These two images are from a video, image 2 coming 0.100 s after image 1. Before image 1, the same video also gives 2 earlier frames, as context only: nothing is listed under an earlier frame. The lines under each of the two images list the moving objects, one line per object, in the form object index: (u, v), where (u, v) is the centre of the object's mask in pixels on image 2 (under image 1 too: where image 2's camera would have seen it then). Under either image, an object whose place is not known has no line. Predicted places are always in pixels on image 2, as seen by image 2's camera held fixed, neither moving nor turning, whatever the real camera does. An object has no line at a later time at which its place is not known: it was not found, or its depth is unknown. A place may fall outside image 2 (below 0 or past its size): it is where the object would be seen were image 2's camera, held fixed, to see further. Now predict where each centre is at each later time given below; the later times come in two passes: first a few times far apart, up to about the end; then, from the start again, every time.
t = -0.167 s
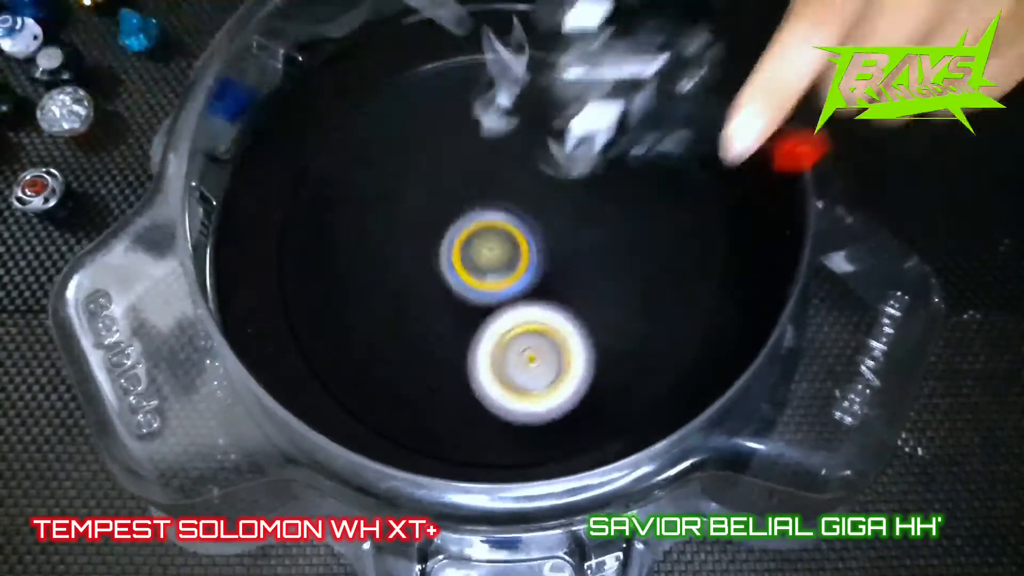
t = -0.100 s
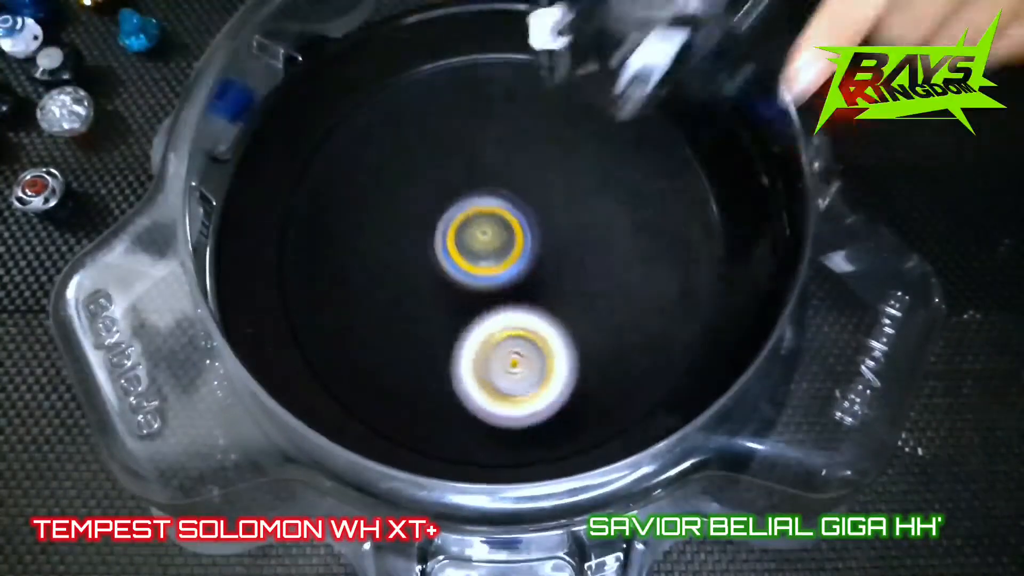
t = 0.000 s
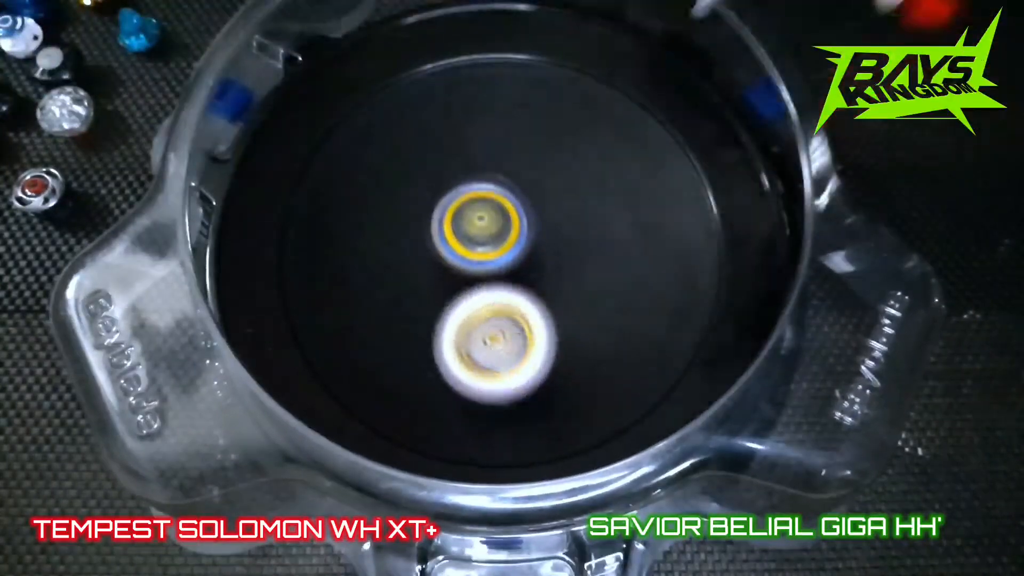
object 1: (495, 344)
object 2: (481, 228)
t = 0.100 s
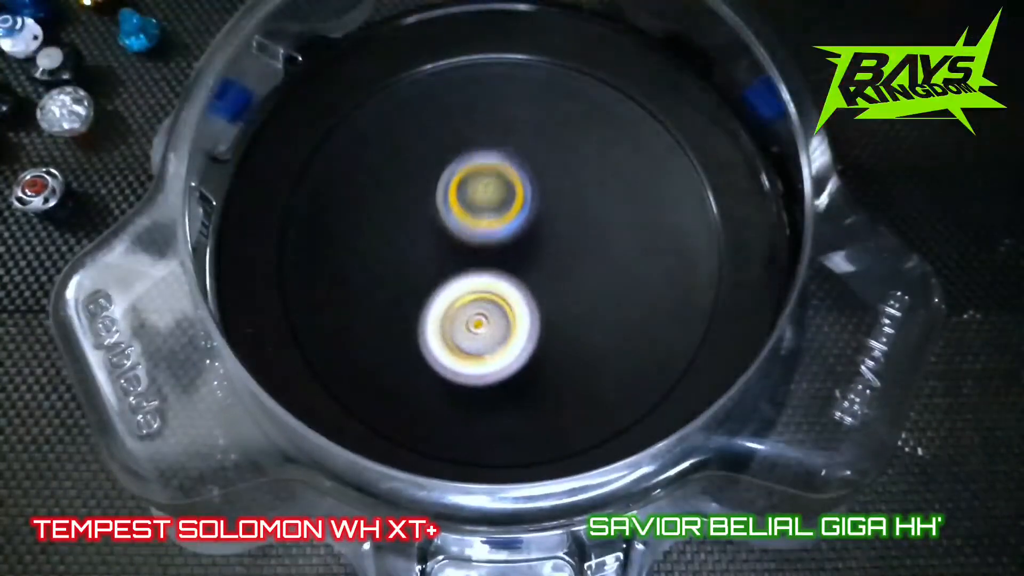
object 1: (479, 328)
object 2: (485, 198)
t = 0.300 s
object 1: (483, 283)
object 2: (477, 169)
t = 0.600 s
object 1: (509, 282)
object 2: (474, 170)
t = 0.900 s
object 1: (502, 298)
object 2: (482, 184)
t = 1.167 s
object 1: (485, 307)
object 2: (491, 168)
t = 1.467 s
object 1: (492, 297)
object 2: (501, 189)
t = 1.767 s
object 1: (482, 305)
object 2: (520, 182)
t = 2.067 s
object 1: (443, 329)
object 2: (553, 156)
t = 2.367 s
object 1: (505, 267)
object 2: (542, 166)
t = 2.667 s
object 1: (414, 320)
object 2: (568, 103)
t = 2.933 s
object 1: (450, 356)
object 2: (535, 164)
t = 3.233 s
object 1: (471, 379)
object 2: (578, 154)
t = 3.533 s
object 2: (532, 92)
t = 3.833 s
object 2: (300, 344)
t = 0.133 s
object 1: (476, 324)
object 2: (487, 187)
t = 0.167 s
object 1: (474, 318)
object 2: (487, 179)
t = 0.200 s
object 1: (475, 310)
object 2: (486, 173)
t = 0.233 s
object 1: (476, 302)
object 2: (483, 170)
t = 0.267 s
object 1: (479, 292)
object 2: (480, 169)
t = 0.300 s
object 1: (483, 283)
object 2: (477, 169)
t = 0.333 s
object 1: (487, 275)
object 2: (474, 170)
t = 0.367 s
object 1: (491, 275)
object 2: (473, 164)
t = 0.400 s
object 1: (494, 276)
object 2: (472, 159)
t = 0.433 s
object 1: (497, 278)
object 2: (472, 158)
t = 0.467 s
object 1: (500, 279)
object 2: (472, 159)
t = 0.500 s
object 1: (503, 280)
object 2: (473, 161)
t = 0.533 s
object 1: (506, 280)
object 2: (473, 164)
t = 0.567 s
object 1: (508, 281)
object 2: (473, 167)
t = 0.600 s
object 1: (509, 282)
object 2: (474, 170)
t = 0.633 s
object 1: (511, 282)
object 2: (475, 174)
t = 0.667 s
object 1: (511, 283)
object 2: (476, 177)
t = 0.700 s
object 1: (511, 284)
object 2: (478, 181)
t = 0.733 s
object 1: (509, 288)
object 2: (481, 181)
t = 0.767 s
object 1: (508, 293)
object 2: (483, 181)
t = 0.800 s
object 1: (506, 296)
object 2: (484, 181)
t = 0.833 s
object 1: (504, 298)
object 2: (485, 182)
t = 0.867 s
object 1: (503, 299)
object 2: (483, 184)
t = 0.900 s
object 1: (502, 298)
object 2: (482, 184)
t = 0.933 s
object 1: (501, 295)
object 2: (482, 184)
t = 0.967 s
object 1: (501, 293)
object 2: (482, 184)
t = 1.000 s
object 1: (500, 289)
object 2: (483, 183)
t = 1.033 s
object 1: (498, 289)
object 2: (485, 181)
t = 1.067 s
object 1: (494, 294)
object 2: (487, 175)
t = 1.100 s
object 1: (491, 299)
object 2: (489, 170)
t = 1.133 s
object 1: (488, 303)
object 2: (491, 169)
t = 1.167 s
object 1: (485, 307)
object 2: (491, 168)
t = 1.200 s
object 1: (483, 309)
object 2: (492, 169)
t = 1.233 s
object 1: (481, 310)
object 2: (492, 171)
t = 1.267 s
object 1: (481, 310)
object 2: (492, 173)
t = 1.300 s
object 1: (481, 310)
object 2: (493, 175)
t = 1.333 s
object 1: (483, 309)
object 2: (494, 177)
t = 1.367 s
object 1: (484, 307)
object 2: (495, 179)
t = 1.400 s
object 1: (487, 304)
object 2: (497, 183)
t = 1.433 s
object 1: (490, 301)
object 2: (499, 186)
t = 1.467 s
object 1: (492, 297)
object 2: (501, 189)
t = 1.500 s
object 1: (492, 298)
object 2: (505, 188)
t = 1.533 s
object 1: (488, 303)
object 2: (510, 183)
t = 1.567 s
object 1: (485, 308)
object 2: (514, 178)
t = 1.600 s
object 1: (482, 311)
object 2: (517, 175)
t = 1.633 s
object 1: (480, 312)
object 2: (519, 174)
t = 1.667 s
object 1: (479, 312)
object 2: (520, 175)
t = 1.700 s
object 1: (479, 311)
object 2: (520, 176)
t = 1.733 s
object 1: (481, 309)
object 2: (521, 178)
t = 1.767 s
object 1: (482, 305)
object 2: (520, 182)
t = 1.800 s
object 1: (484, 300)
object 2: (520, 185)
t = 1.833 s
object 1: (484, 295)
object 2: (520, 189)
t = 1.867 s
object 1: (478, 296)
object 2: (522, 189)
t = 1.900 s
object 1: (468, 306)
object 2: (532, 179)
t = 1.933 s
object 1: (457, 314)
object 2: (541, 172)
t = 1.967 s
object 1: (450, 320)
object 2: (547, 166)
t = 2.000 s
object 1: (444, 325)
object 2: (551, 161)
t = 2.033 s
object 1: (442, 328)
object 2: (553, 158)
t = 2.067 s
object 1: (443, 329)
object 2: (553, 156)
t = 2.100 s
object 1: (446, 328)
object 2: (553, 156)
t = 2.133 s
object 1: (453, 326)
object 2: (551, 157)
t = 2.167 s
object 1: (462, 322)
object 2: (550, 158)
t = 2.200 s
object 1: (471, 317)
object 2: (549, 160)
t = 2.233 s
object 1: (481, 310)
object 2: (547, 162)
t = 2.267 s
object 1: (490, 301)
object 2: (546, 163)
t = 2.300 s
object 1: (496, 291)
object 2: (544, 164)
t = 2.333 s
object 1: (502, 280)
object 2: (543, 165)
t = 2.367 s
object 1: (505, 267)
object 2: (542, 166)
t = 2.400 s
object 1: (496, 269)
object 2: (549, 156)
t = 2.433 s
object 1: (478, 280)
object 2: (566, 135)
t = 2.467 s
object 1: (461, 290)
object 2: (577, 117)
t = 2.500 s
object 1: (445, 298)
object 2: (585, 103)
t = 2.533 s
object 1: (431, 304)
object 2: (587, 94)
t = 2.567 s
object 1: (420, 310)
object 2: (585, 91)
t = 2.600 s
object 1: (414, 315)
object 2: (582, 91)
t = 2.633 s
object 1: (412, 318)
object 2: (576, 96)
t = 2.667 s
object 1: (414, 320)
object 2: (568, 103)
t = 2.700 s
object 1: (420, 321)
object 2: (558, 113)
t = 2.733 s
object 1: (429, 319)
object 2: (547, 126)
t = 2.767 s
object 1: (440, 317)
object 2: (537, 141)
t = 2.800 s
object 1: (453, 313)
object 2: (526, 157)
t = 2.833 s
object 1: (466, 307)
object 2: (516, 174)
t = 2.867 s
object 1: (477, 300)
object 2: (508, 192)
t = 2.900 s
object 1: (465, 326)
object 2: (518, 183)
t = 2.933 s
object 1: (450, 356)
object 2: (535, 164)
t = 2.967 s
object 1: (437, 382)
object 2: (550, 148)
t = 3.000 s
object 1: (427, 402)
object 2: (565, 138)
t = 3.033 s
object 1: (423, 414)
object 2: (577, 130)
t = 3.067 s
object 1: (424, 419)
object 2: (584, 126)
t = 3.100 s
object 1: (427, 421)
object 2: (587, 127)
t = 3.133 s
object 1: (434, 419)
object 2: (589, 130)
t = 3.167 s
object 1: (443, 412)
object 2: (586, 135)
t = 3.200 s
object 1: (456, 398)
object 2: (582, 144)
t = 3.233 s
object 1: (471, 379)
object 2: (578, 154)
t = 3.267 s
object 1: (485, 358)
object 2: (572, 165)
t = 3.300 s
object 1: (499, 335)
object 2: (564, 177)
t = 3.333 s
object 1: (512, 311)
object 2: (557, 191)
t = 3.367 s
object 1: (492, 317)
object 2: (570, 178)
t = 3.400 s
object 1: (428, 367)
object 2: (623, 115)
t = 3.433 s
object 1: (373, 406)
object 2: (658, 58)
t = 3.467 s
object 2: (631, 47)
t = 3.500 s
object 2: (583, 63)
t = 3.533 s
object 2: (532, 92)
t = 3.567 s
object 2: (482, 134)
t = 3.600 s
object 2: (437, 165)
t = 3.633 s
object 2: (399, 192)
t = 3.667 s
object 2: (362, 221)
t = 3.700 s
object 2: (332, 250)
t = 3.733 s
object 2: (307, 277)
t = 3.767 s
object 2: (290, 305)
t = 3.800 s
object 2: (285, 327)
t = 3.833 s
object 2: (300, 344)
